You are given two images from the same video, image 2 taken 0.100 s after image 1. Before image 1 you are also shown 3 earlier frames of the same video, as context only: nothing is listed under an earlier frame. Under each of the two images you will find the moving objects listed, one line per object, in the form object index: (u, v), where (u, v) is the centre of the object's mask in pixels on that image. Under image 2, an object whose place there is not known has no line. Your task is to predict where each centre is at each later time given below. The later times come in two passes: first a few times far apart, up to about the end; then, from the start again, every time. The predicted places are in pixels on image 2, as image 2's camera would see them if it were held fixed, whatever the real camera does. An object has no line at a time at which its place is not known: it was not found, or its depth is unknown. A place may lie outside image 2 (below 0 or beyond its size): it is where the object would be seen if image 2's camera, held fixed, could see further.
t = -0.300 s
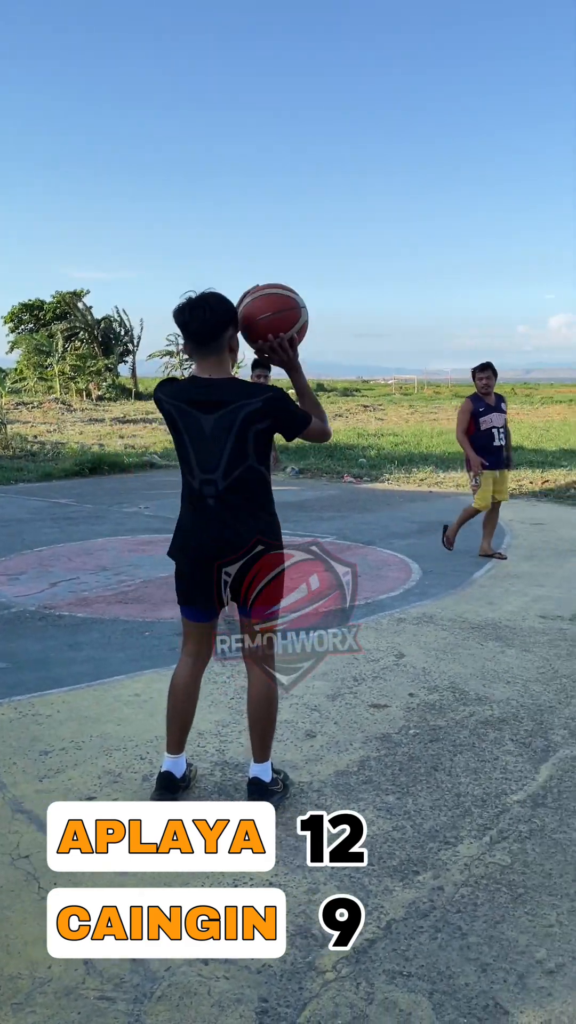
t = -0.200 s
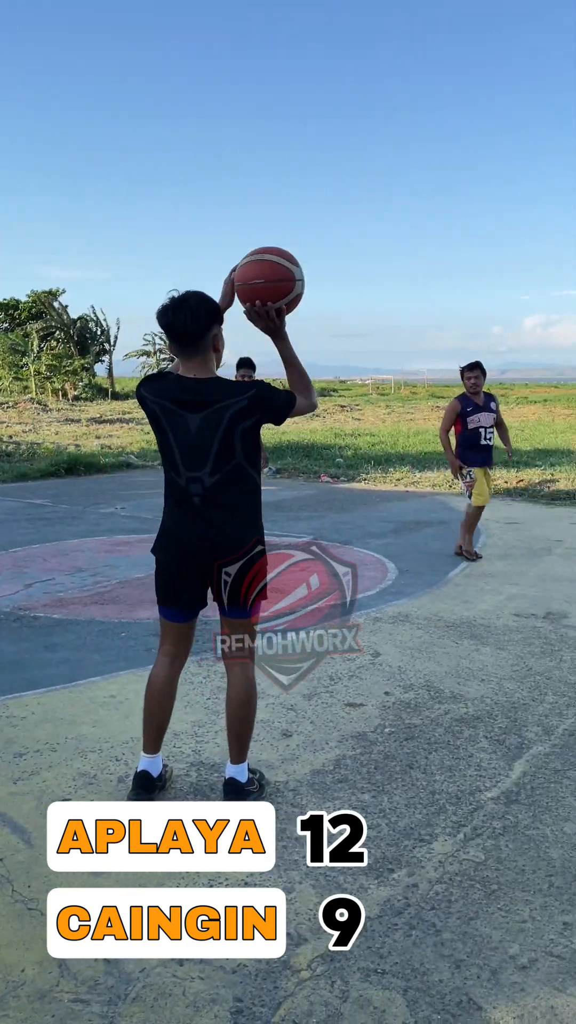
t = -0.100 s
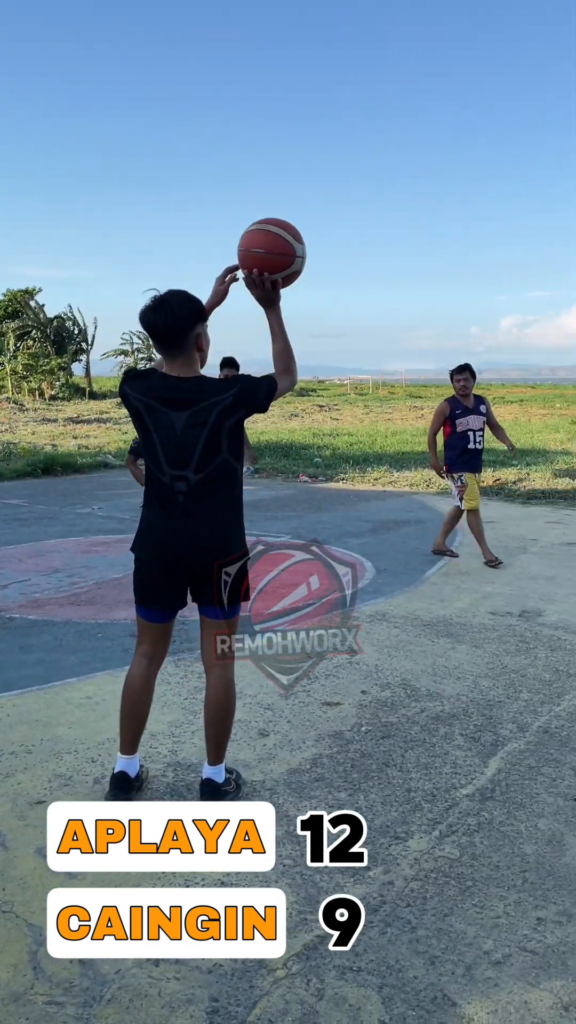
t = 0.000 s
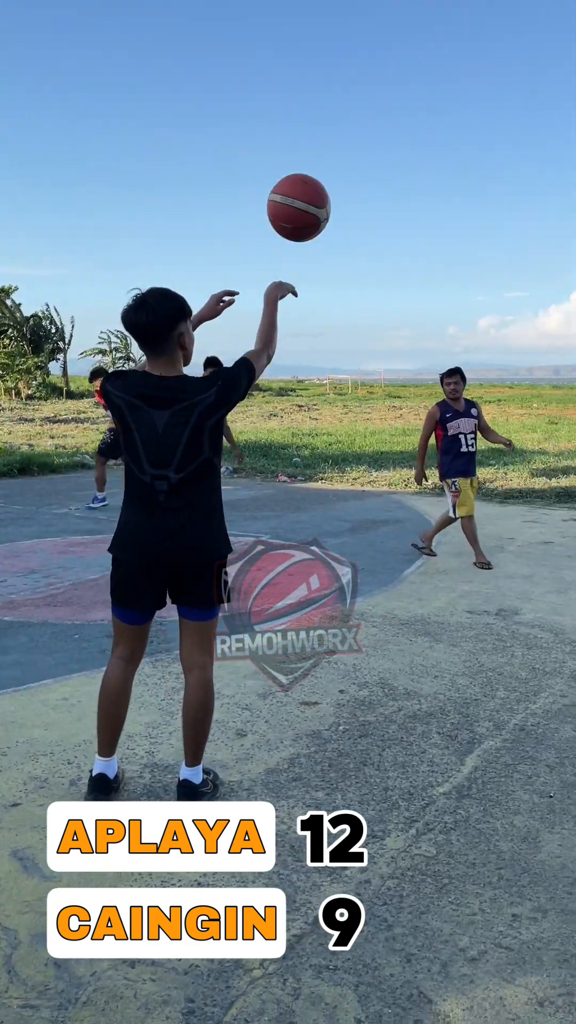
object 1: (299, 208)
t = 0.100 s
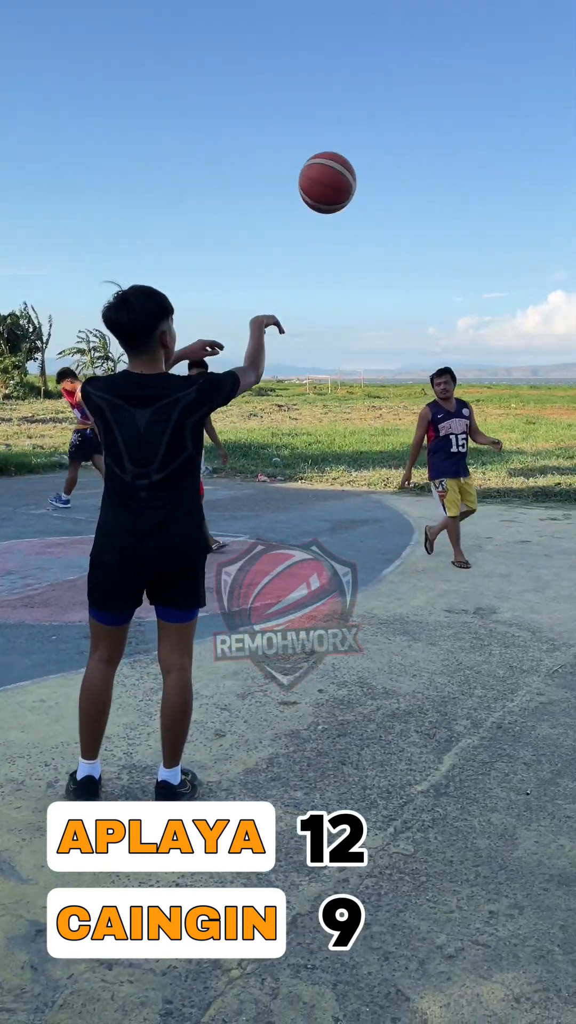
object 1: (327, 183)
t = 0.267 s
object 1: (389, 196)
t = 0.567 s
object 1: (461, 321)
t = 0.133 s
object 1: (342, 180)
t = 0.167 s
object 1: (355, 181)
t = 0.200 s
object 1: (367, 184)
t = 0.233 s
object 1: (379, 189)
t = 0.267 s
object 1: (389, 196)
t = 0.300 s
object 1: (400, 204)
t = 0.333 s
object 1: (409, 215)
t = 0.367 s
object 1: (418, 226)
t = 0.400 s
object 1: (427, 239)
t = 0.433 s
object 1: (435, 254)
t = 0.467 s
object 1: (442, 269)
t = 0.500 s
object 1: (448, 286)
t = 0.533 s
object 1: (455, 303)
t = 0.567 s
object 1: (461, 321)
